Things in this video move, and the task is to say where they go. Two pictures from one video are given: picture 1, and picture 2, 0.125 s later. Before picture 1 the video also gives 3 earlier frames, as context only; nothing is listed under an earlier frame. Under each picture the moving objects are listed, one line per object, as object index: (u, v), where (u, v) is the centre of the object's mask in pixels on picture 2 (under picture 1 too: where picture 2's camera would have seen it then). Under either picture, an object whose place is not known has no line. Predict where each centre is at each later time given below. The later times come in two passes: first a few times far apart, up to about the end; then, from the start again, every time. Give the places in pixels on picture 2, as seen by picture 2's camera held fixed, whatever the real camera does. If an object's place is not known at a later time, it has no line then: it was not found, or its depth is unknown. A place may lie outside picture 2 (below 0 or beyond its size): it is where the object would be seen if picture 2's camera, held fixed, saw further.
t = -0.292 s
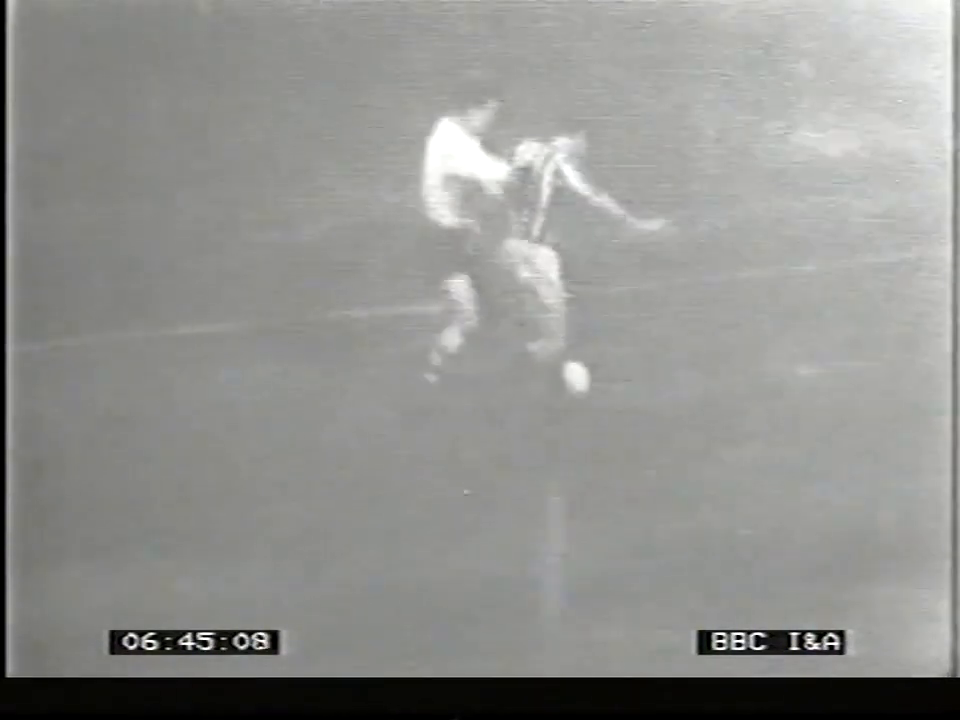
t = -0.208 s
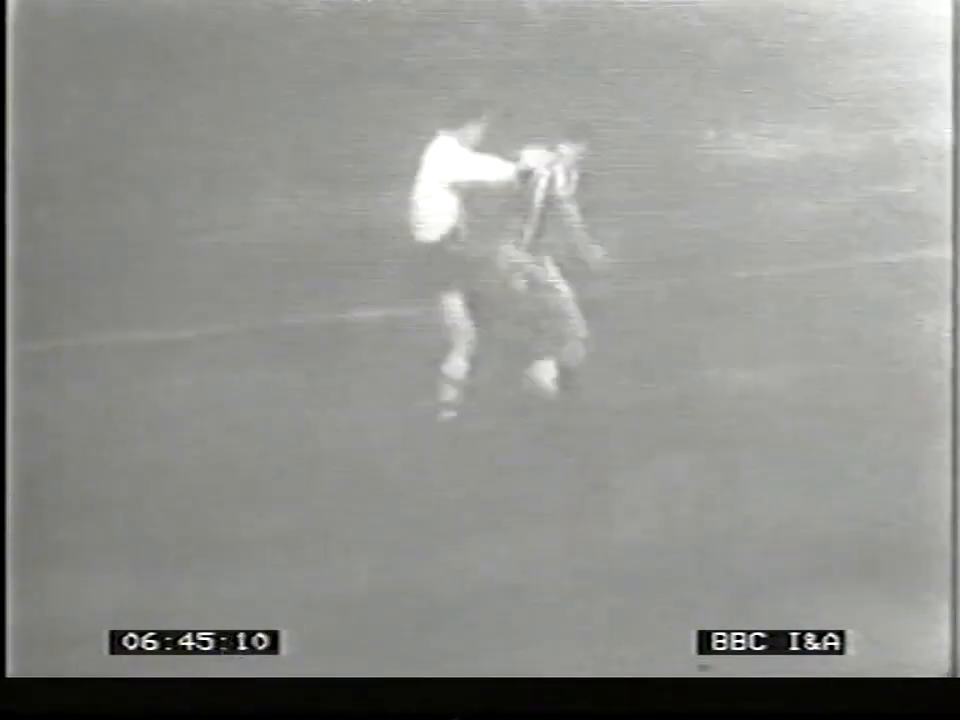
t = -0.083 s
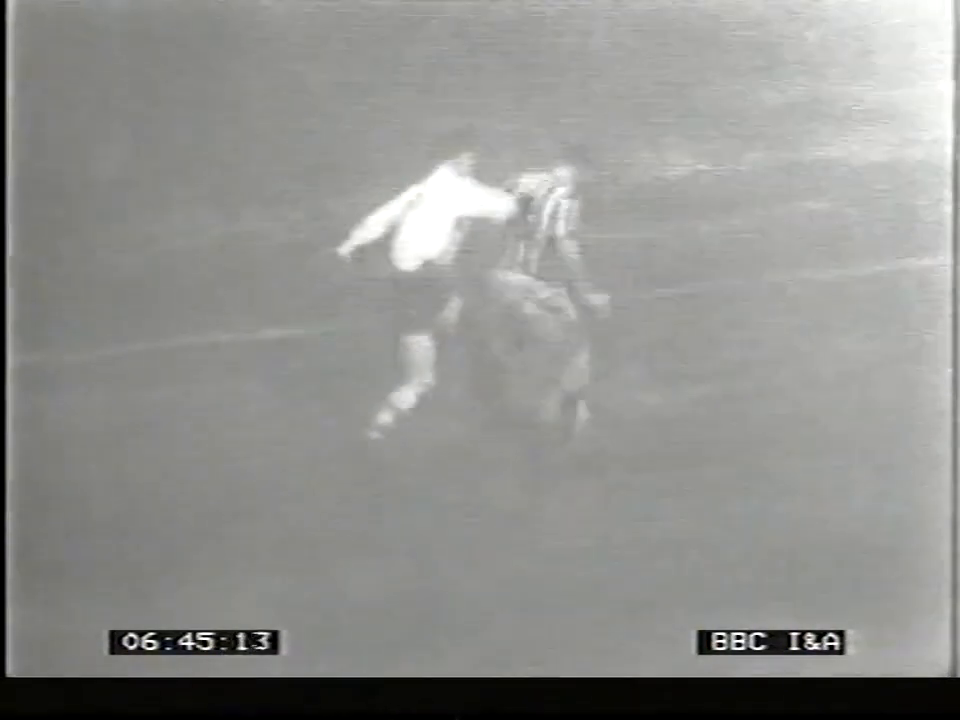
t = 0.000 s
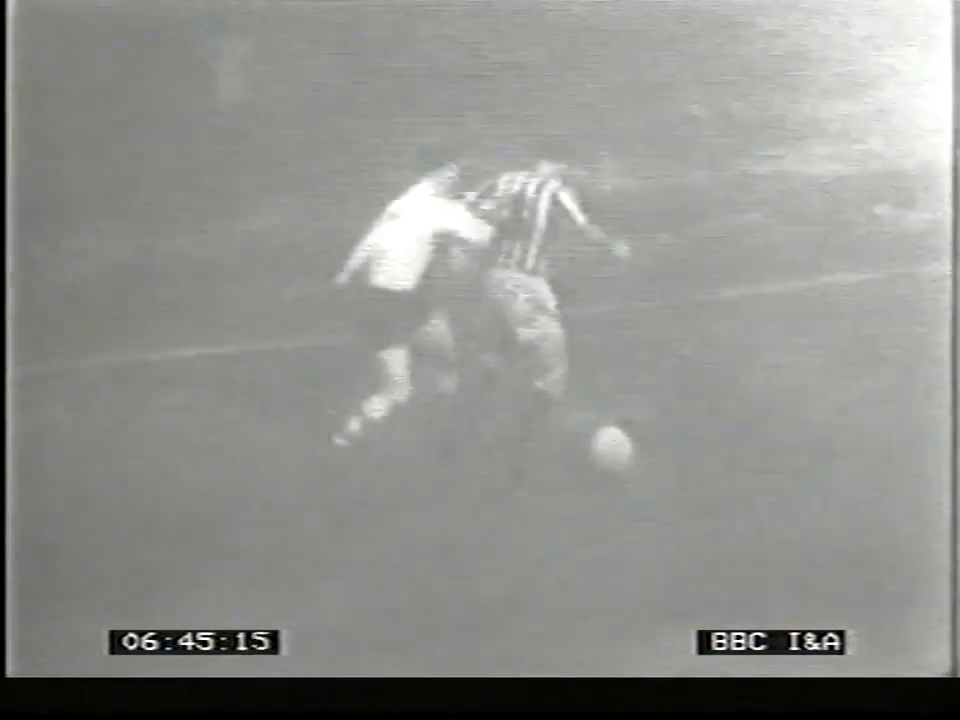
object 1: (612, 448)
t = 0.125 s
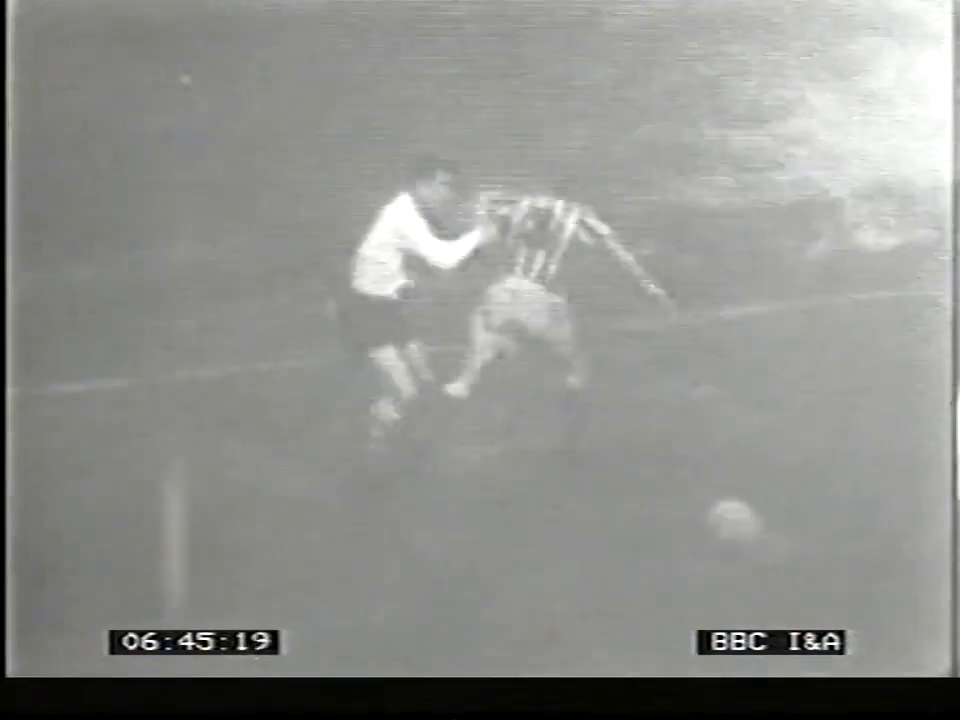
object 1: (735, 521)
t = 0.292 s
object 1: (863, 584)
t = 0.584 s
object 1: (912, 611)
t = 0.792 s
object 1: (853, 571)
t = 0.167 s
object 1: (771, 541)
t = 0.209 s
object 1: (805, 563)
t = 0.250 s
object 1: (838, 572)
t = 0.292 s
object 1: (863, 584)
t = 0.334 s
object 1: (878, 598)
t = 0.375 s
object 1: (892, 611)
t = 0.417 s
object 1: (904, 628)
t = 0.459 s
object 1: (910, 630)
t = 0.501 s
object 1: (913, 625)
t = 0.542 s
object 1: (914, 622)
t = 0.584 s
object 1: (912, 611)
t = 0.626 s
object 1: (905, 599)
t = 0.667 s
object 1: (897, 590)
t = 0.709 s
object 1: (885, 585)
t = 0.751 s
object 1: (873, 578)
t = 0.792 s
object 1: (853, 571)
